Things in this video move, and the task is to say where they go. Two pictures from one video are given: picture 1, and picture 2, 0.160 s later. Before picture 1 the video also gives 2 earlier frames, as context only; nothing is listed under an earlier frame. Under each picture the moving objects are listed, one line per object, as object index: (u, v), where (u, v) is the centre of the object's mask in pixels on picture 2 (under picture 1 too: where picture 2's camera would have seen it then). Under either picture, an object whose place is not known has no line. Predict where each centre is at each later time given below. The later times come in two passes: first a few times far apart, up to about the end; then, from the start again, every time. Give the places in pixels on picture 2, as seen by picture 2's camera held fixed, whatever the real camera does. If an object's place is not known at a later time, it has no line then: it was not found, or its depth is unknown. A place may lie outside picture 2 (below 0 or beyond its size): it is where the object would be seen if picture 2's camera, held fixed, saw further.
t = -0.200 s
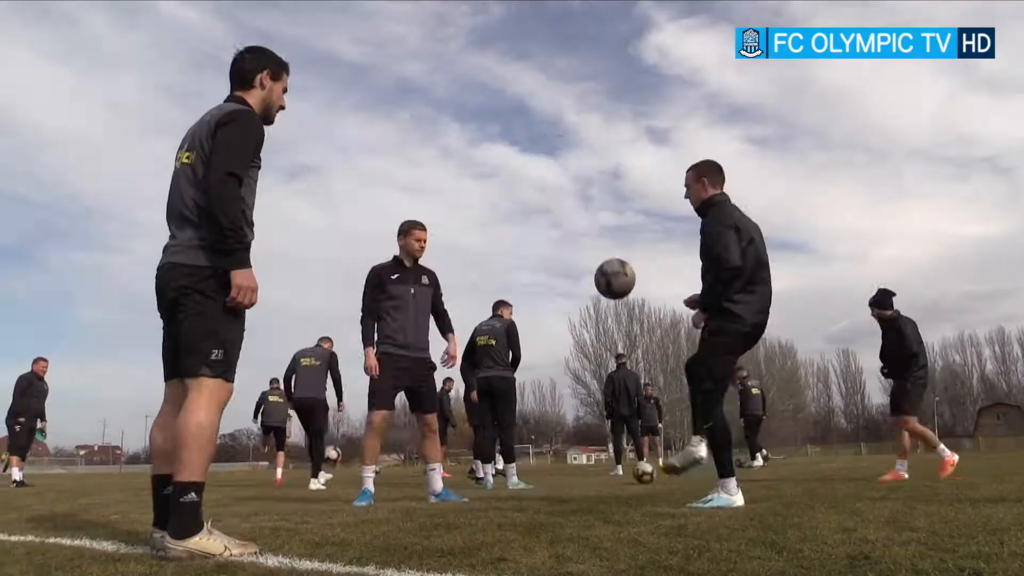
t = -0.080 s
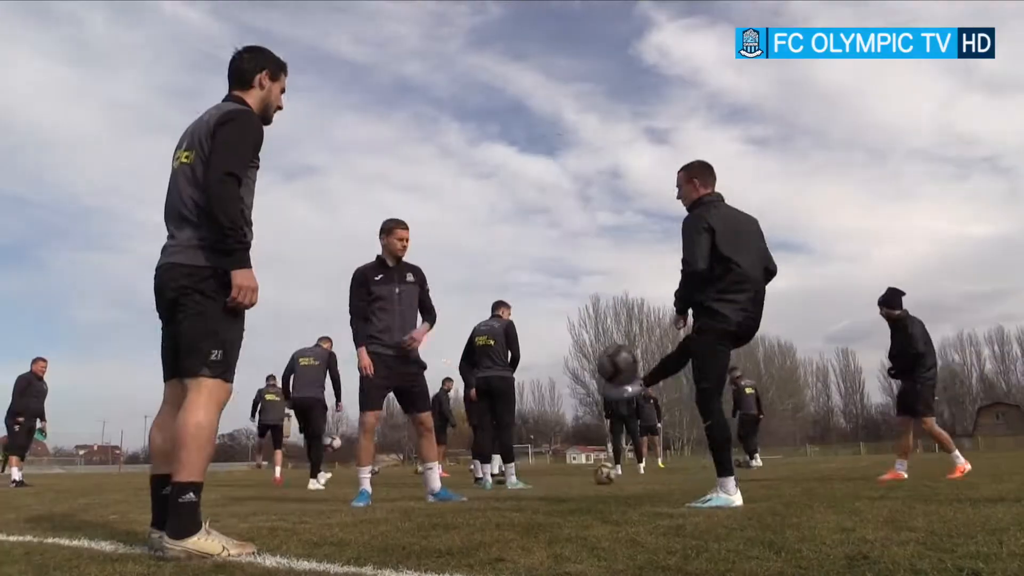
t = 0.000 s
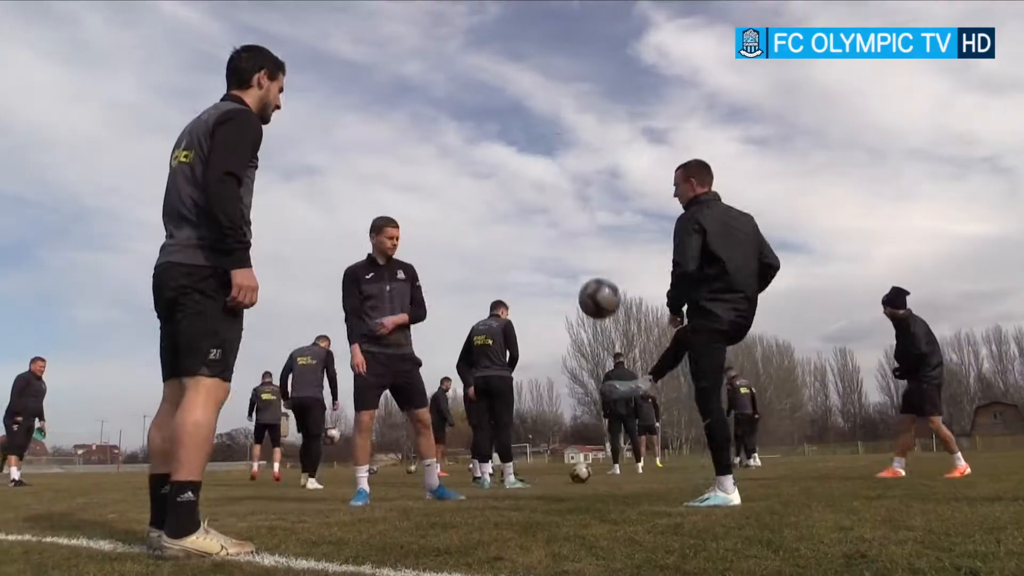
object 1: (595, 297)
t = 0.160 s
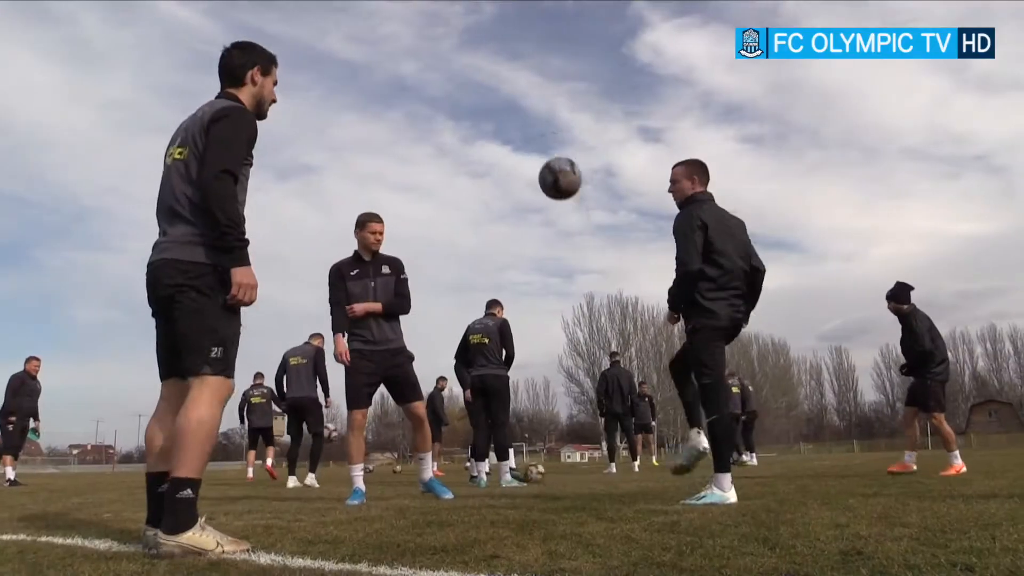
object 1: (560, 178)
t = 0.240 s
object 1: (542, 132)
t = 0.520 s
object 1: (474, 49)
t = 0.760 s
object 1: (399, 101)
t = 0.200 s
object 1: (551, 154)
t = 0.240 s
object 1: (542, 132)
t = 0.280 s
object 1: (533, 113)
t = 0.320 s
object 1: (524, 96)
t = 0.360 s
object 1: (514, 81)
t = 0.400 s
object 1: (505, 69)
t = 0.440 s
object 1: (495, 60)
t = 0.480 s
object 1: (484, 53)
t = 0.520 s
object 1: (474, 49)
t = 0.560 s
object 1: (463, 48)
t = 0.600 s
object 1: (452, 50)
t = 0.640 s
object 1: (439, 57)
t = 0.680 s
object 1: (426, 67)
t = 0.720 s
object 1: (413, 81)
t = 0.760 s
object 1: (399, 101)
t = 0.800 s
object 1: (383, 127)
